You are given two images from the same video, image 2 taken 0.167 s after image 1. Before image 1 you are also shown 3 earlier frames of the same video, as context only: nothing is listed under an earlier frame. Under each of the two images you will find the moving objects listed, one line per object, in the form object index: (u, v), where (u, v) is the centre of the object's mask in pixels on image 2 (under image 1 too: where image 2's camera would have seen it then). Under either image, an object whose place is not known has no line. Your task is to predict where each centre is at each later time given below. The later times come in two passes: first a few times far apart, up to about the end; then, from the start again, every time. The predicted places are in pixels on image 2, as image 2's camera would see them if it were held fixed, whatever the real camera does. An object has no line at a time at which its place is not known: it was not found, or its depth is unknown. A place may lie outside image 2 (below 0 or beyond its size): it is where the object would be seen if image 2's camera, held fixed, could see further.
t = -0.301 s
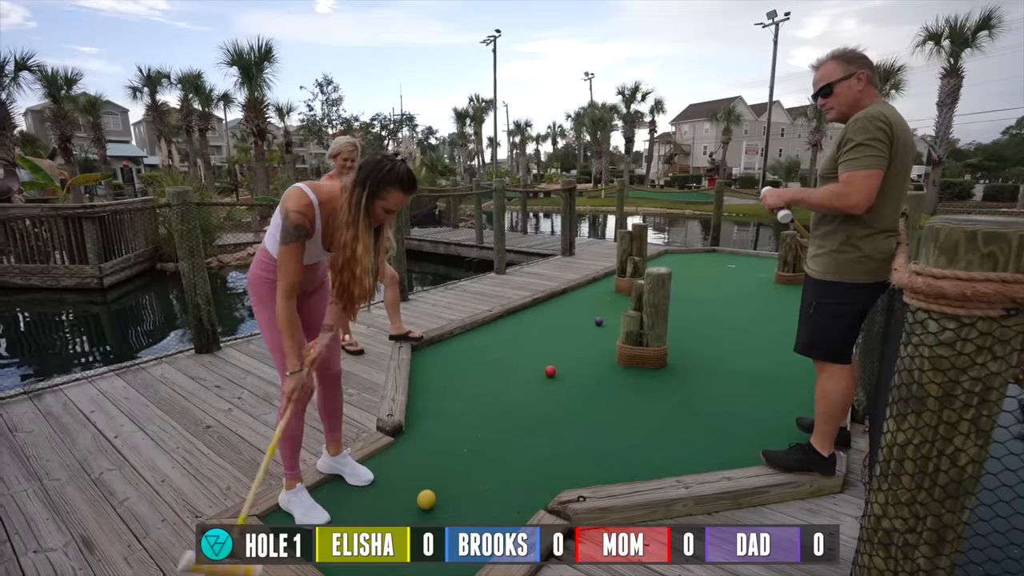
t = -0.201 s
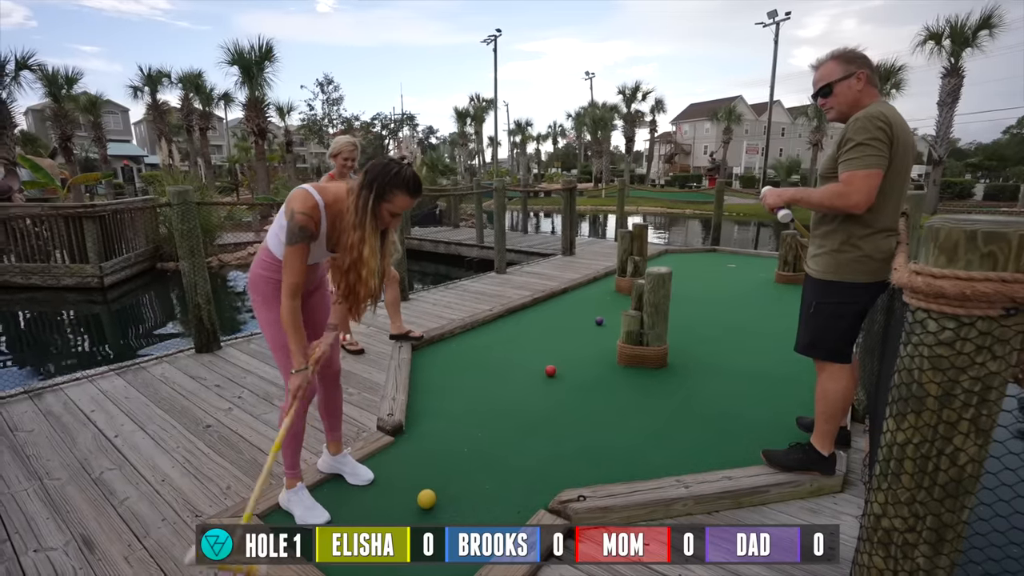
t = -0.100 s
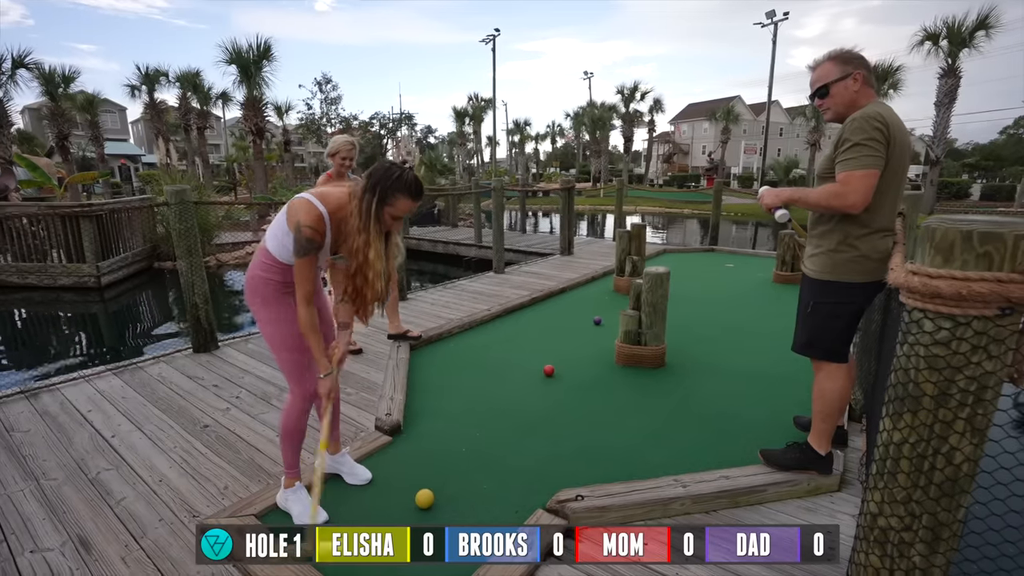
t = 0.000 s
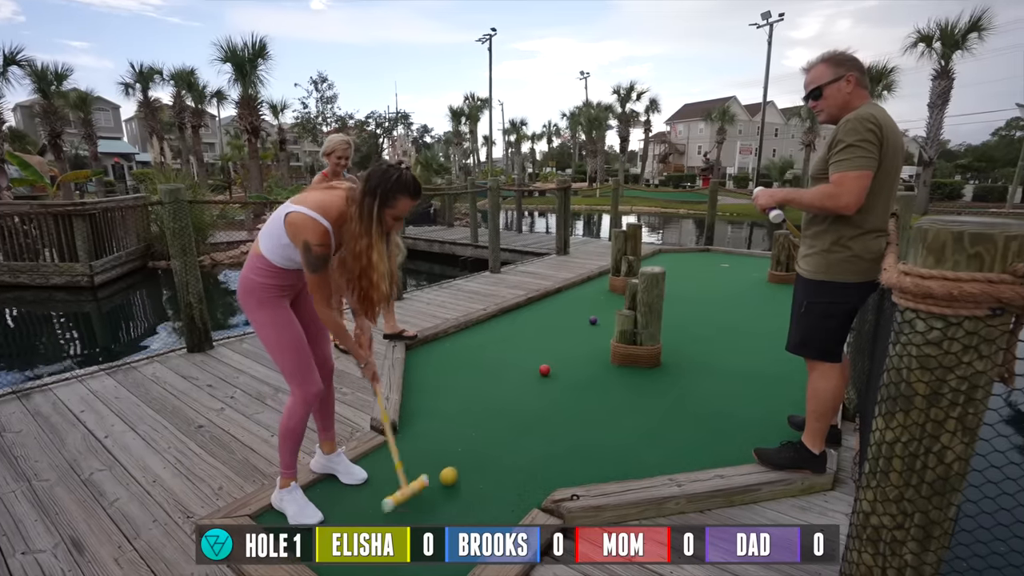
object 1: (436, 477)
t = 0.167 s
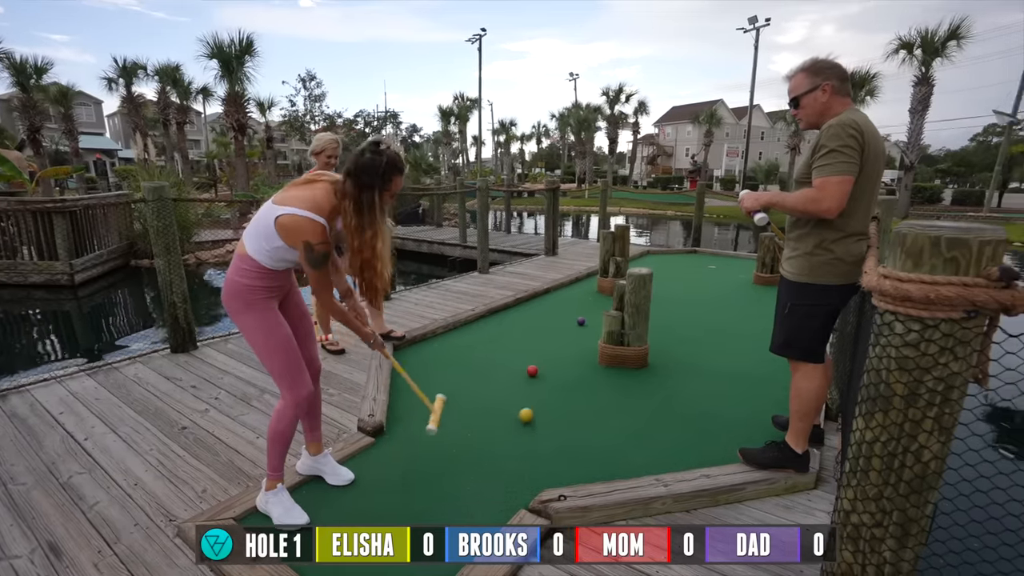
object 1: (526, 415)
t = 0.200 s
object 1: (538, 405)
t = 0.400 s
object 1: (590, 369)
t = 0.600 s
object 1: (574, 356)
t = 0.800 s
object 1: (547, 365)
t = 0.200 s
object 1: (538, 405)
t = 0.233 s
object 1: (549, 397)
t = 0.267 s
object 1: (559, 392)
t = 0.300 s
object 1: (568, 385)
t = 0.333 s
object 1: (576, 379)
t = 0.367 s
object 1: (583, 374)
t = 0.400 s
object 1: (590, 369)
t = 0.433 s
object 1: (597, 364)
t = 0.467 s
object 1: (597, 359)
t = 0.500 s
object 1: (591, 356)
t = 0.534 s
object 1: (586, 354)
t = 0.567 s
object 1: (580, 354)
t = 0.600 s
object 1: (574, 356)
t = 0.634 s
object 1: (569, 359)
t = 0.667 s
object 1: (563, 364)
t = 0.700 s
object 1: (558, 367)
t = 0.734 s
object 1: (554, 365)
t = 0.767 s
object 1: (551, 364)
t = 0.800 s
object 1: (547, 365)
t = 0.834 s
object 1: (544, 367)
